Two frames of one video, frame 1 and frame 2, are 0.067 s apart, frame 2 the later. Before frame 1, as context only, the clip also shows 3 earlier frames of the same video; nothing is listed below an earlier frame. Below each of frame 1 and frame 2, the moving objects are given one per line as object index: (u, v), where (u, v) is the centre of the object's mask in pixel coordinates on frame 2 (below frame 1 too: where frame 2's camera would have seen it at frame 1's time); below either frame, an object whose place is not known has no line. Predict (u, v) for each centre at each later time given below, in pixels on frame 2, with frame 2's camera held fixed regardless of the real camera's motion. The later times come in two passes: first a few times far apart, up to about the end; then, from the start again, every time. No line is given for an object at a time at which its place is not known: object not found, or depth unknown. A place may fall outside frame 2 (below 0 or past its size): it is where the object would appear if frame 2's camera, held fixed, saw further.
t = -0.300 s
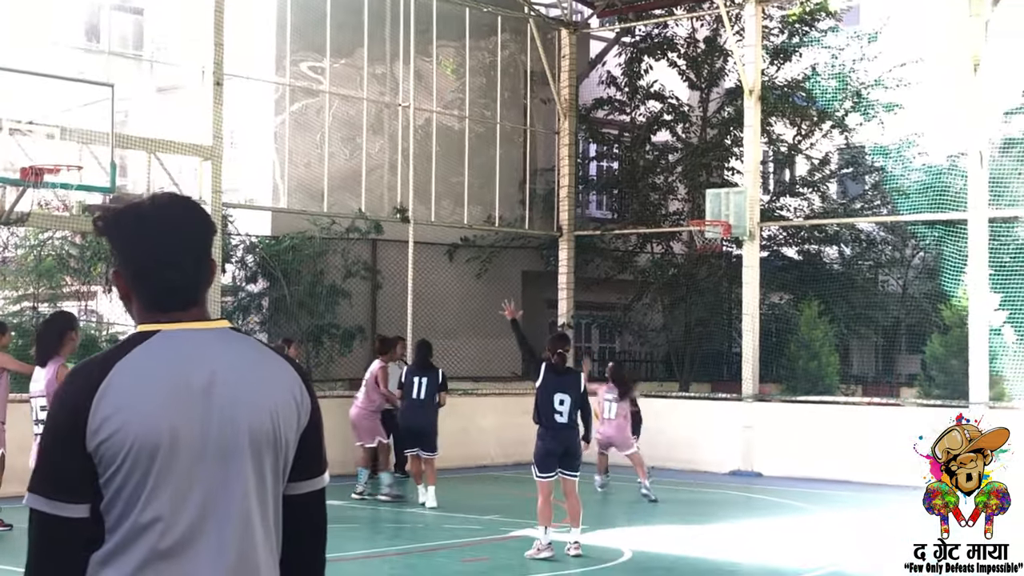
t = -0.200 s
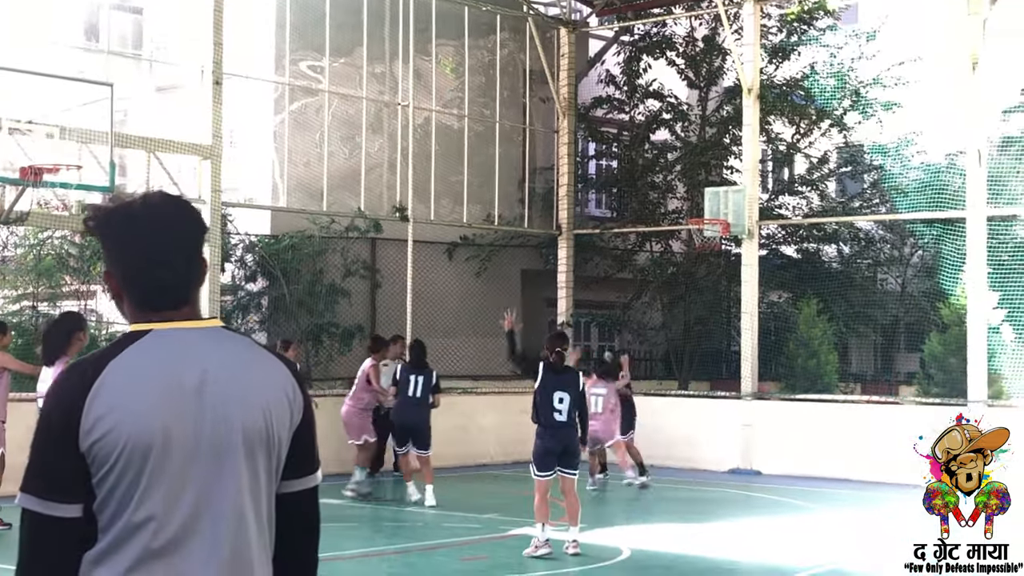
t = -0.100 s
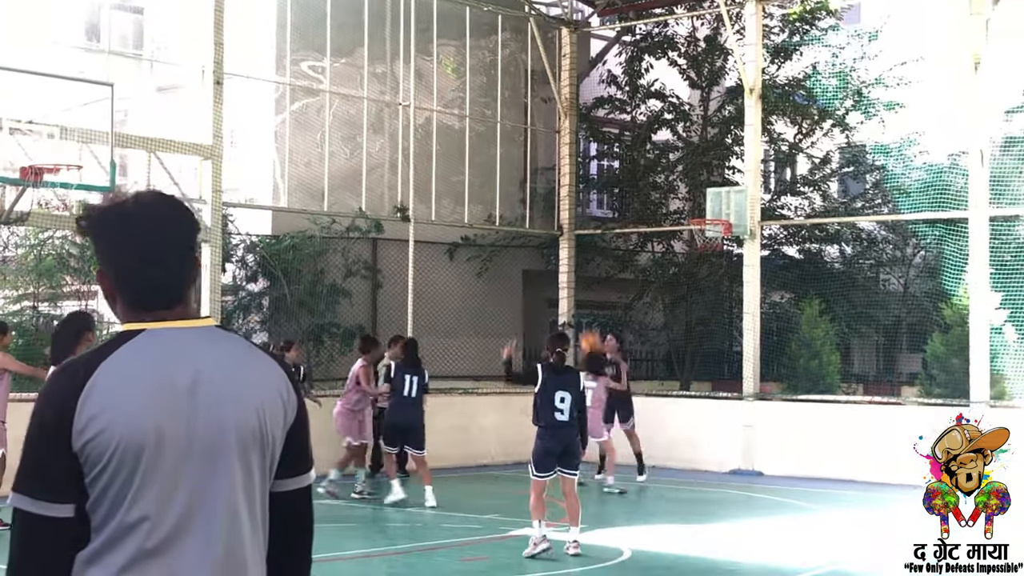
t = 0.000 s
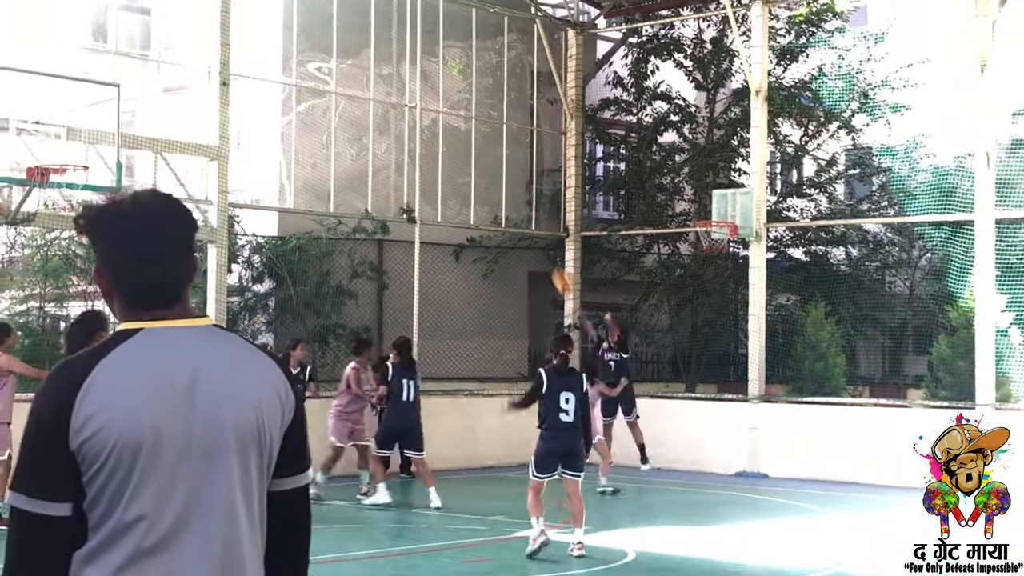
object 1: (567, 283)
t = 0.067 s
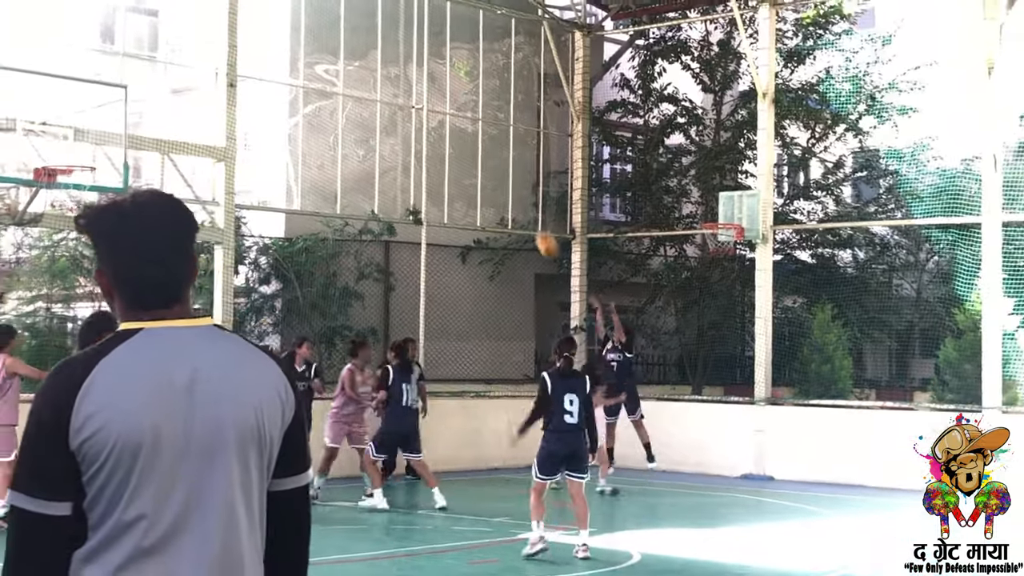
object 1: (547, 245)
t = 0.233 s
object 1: (487, 158)
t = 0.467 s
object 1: (396, 77)
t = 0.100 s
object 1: (534, 225)
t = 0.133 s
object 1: (522, 208)
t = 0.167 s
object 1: (509, 191)
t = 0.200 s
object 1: (498, 174)
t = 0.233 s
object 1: (487, 158)
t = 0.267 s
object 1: (472, 146)
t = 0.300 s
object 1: (462, 131)
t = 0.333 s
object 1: (450, 119)
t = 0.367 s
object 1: (436, 108)
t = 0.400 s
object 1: (423, 96)
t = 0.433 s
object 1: (410, 87)
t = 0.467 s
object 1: (396, 77)
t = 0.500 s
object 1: (383, 69)
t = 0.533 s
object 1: (371, 63)
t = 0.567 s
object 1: (358, 56)
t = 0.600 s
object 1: (343, 50)
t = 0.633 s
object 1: (329, 46)
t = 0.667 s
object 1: (317, 43)
